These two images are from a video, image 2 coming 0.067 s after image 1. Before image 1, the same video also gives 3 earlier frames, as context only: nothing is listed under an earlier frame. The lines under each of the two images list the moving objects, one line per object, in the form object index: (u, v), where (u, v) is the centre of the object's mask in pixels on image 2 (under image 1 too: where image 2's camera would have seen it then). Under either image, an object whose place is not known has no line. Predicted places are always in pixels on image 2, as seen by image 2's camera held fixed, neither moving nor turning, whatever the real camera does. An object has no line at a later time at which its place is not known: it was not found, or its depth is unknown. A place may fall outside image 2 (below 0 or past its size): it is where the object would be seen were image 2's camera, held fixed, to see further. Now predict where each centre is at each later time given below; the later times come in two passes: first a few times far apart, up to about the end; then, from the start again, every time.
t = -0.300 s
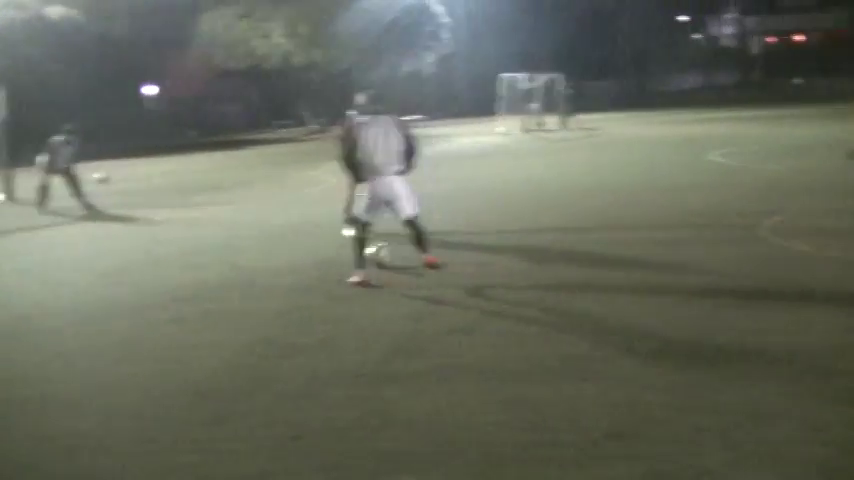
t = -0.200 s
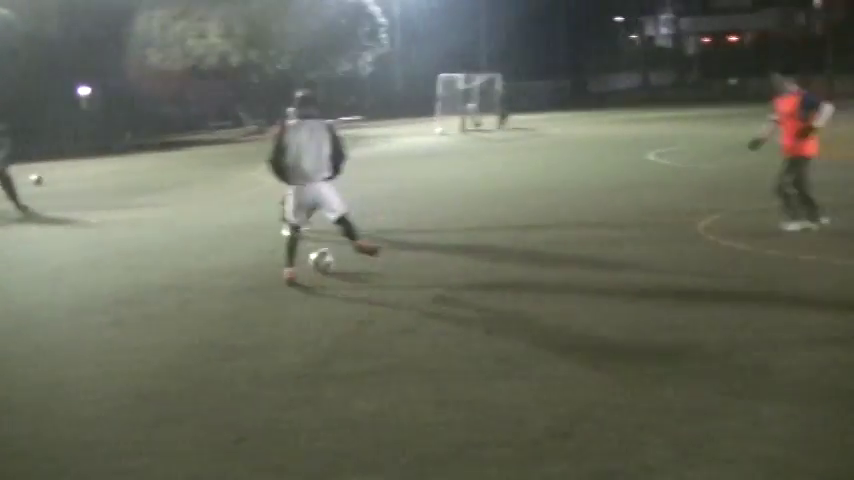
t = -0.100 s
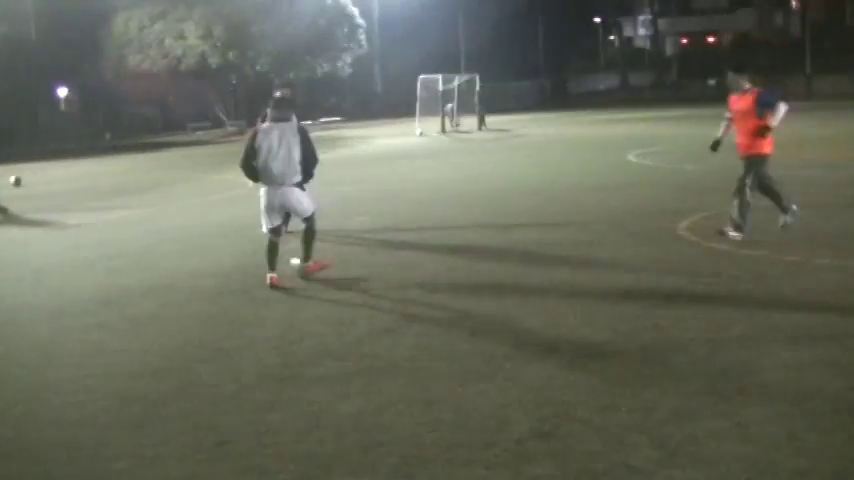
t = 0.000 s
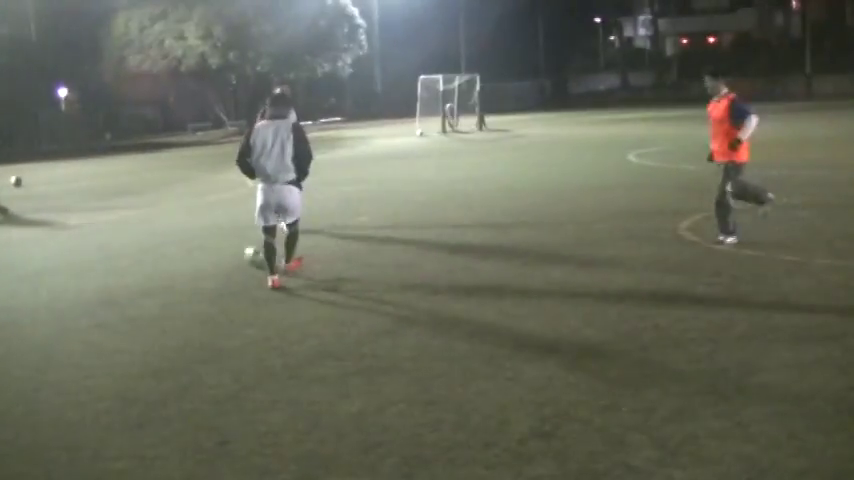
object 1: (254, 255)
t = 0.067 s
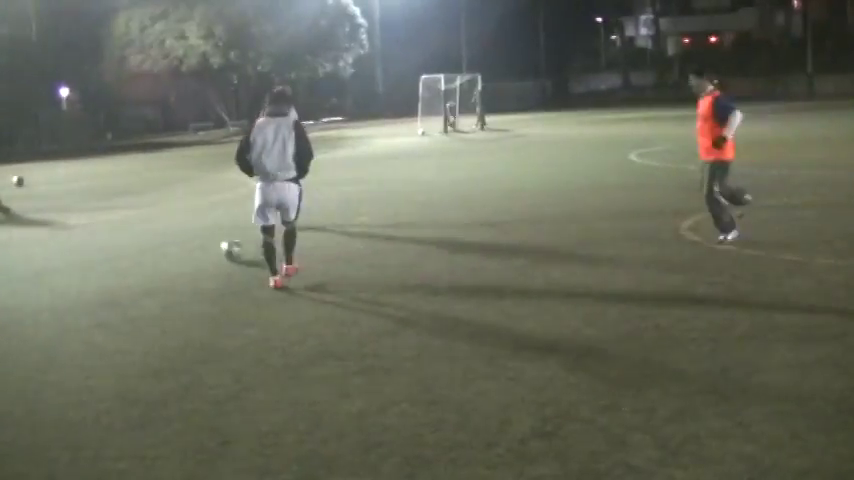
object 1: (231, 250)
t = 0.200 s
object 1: (185, 241)
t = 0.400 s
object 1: (135, 232)
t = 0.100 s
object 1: (219, 248)
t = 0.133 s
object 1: (208, 245)
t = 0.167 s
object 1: (196, 244)
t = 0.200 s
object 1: (185, 241)
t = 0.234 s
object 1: (177, 240)
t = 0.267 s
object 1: (168, 238)
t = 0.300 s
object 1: (160, 237)
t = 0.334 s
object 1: (150, 234)
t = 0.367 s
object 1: (142, 233)
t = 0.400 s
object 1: (135, 232)
